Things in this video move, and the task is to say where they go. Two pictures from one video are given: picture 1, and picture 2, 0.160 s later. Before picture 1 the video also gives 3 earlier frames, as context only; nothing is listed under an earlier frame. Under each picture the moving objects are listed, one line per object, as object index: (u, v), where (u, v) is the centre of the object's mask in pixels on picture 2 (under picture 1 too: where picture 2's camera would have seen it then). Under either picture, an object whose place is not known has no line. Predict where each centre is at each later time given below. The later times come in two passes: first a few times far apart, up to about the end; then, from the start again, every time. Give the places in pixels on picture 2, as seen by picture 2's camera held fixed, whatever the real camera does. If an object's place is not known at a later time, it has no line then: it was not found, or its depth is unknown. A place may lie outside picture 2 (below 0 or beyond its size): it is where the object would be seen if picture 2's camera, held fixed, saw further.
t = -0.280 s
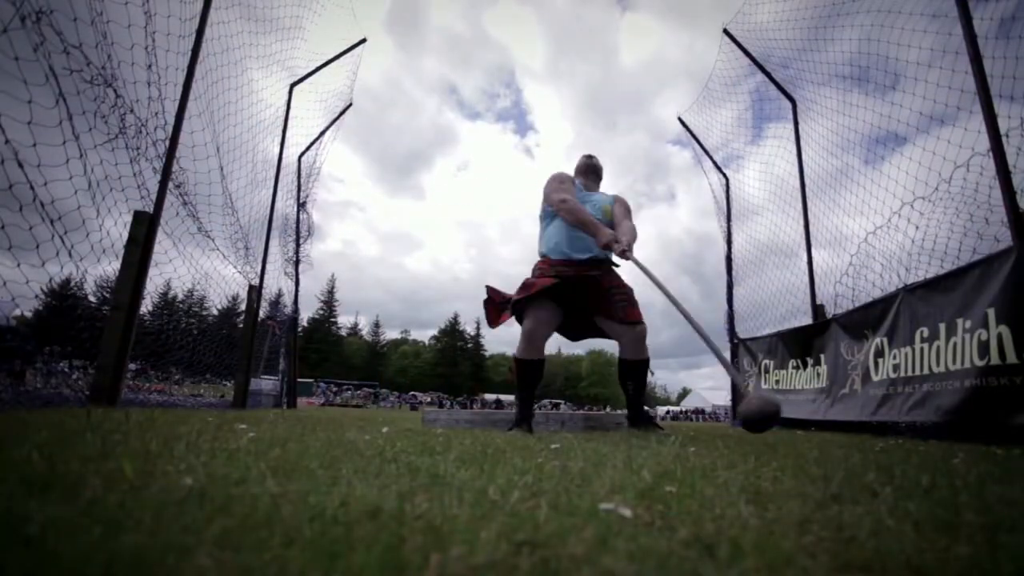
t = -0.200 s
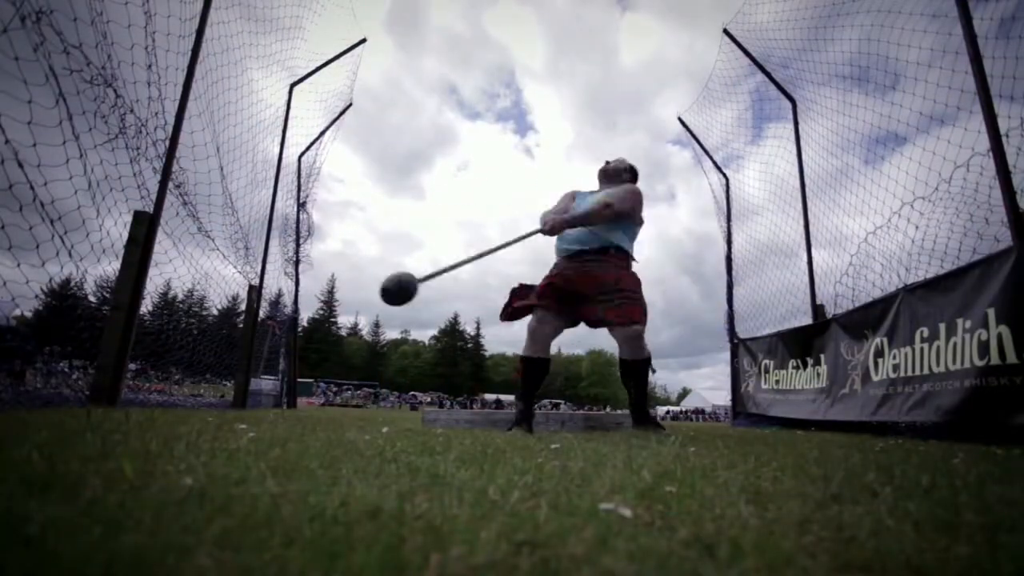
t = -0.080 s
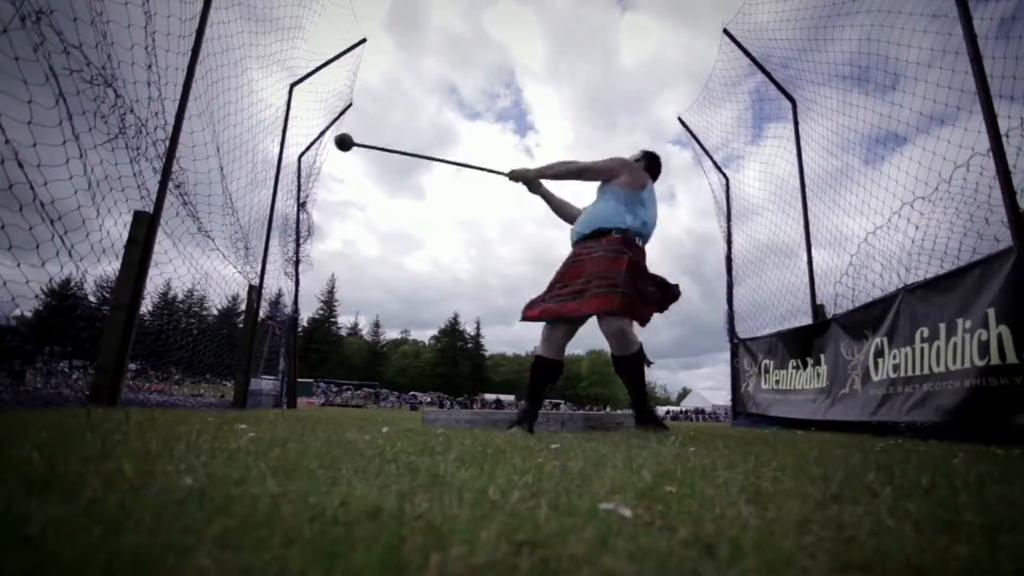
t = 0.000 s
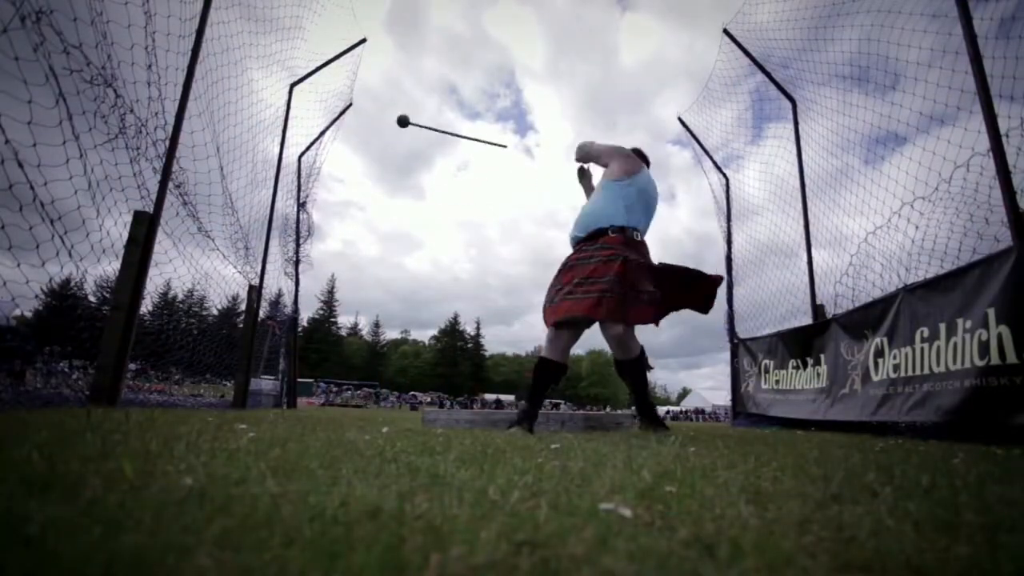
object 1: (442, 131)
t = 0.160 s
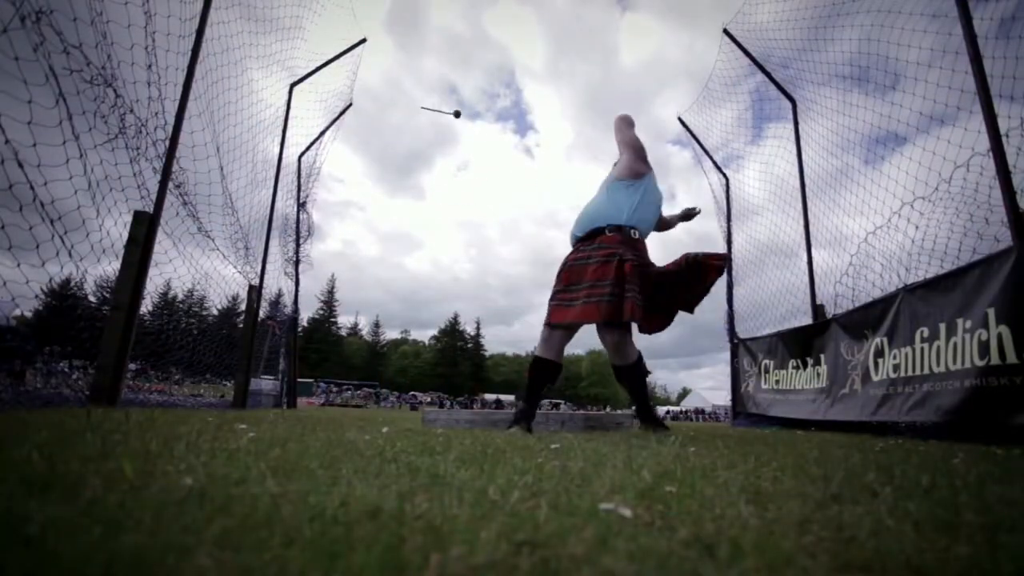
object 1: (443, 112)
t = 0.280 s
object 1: (448, 113)
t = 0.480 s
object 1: (473, 130)
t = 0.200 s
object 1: (442, 111)
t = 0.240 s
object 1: (444, 111)
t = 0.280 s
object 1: (448, 113)
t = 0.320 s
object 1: (453, 116)
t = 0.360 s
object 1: (458, 119)
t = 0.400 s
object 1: (464, 122)
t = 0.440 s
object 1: (470, 126)
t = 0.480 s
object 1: (473, 130)
